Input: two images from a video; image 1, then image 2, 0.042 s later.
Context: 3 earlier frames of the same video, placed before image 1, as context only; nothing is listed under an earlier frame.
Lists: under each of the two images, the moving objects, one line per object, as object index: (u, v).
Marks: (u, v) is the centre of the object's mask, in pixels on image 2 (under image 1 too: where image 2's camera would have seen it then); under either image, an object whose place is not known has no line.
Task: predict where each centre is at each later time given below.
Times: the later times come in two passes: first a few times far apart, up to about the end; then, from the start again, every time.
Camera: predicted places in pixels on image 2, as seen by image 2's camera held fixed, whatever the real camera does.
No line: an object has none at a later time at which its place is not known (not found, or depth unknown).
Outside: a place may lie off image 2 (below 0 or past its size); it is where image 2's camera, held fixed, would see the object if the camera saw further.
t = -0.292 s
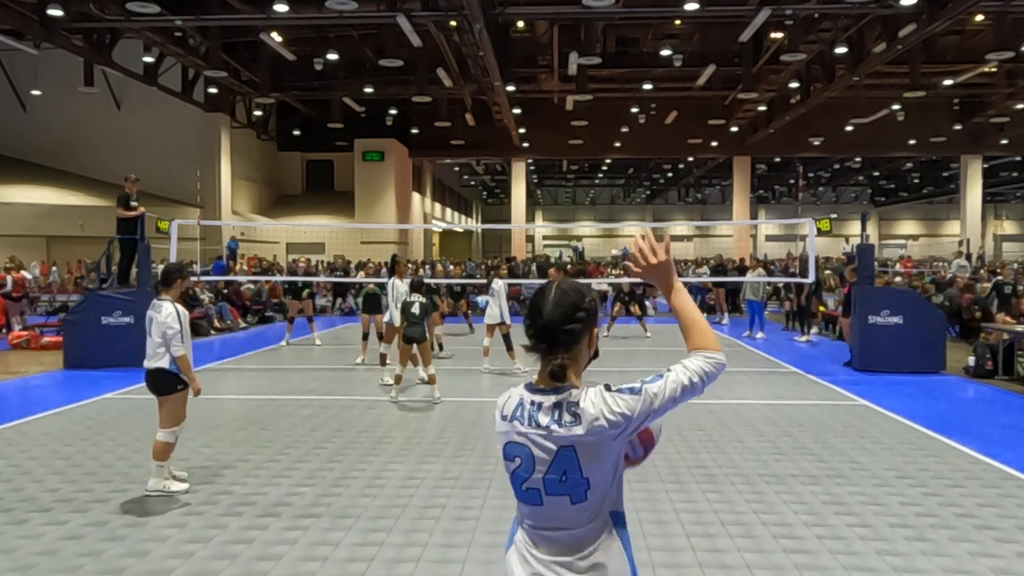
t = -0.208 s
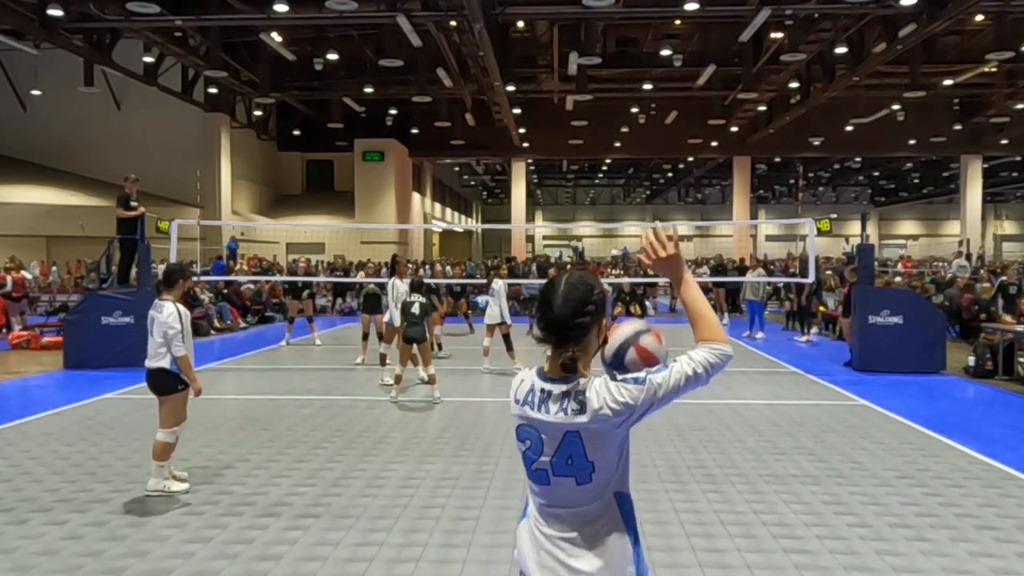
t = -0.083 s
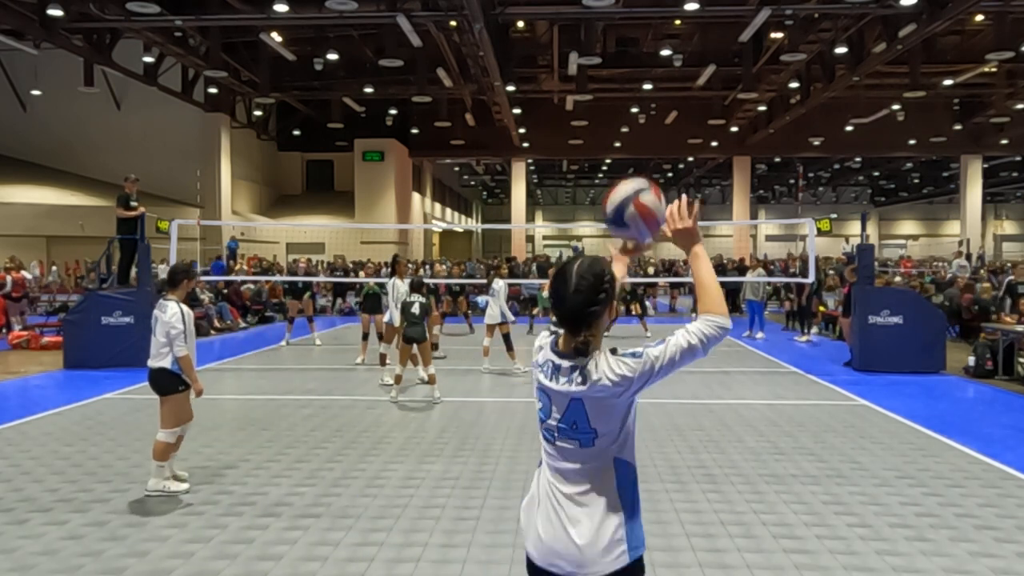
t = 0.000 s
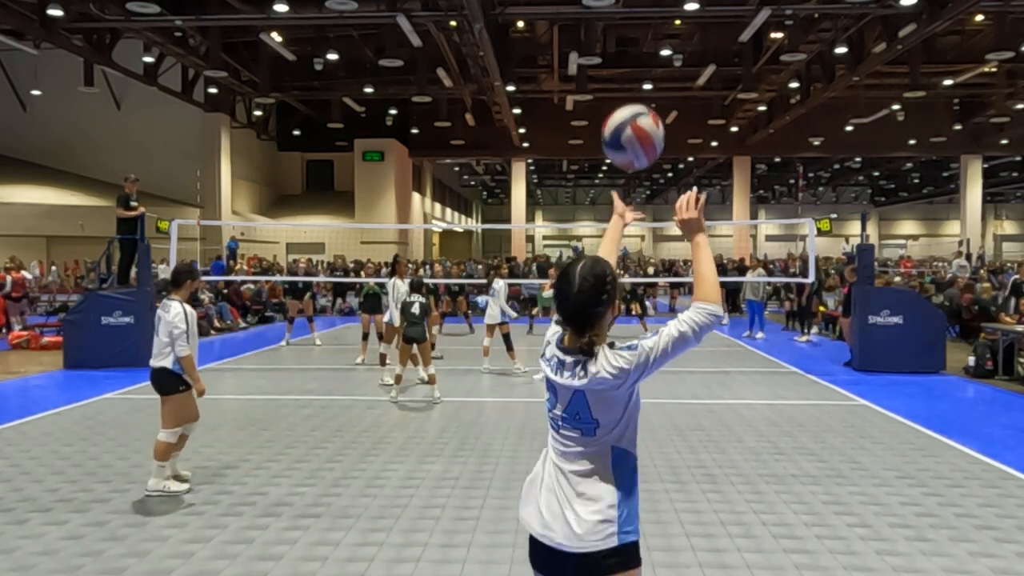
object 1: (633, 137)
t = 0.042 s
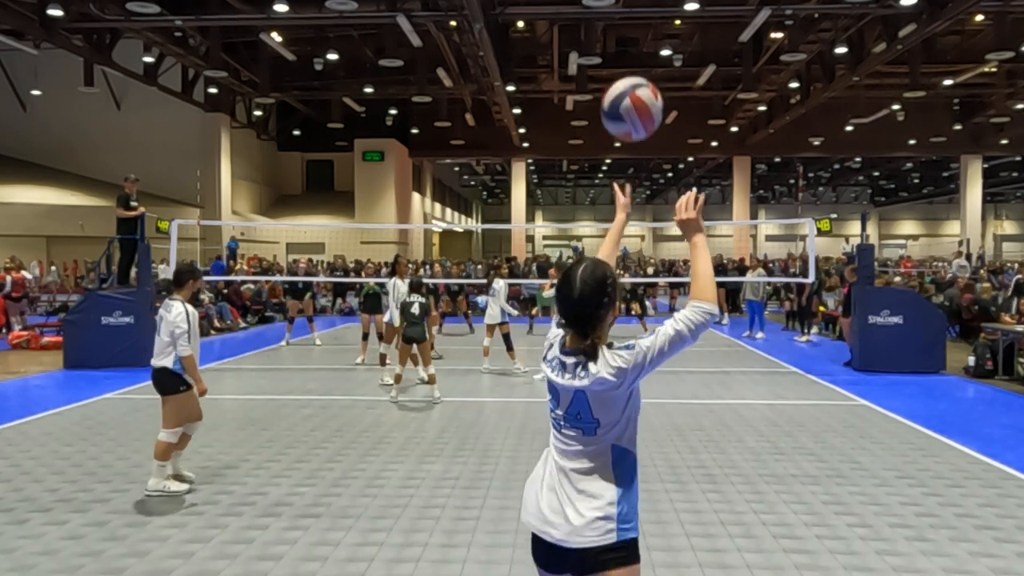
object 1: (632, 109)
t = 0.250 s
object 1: (626, 48)
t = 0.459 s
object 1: (620, 103)
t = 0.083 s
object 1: (631, 86)
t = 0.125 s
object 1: (630, 68)
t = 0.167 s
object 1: (628, 56)
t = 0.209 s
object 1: (627, 50)
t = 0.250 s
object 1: (626, 48)
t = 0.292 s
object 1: (625, 50)
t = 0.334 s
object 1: (624, 57)
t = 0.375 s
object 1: (622, 68)
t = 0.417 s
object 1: (621, 83)
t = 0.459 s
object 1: (620, 103)
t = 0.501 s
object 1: (619, 126)
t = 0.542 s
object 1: (618, 153)
